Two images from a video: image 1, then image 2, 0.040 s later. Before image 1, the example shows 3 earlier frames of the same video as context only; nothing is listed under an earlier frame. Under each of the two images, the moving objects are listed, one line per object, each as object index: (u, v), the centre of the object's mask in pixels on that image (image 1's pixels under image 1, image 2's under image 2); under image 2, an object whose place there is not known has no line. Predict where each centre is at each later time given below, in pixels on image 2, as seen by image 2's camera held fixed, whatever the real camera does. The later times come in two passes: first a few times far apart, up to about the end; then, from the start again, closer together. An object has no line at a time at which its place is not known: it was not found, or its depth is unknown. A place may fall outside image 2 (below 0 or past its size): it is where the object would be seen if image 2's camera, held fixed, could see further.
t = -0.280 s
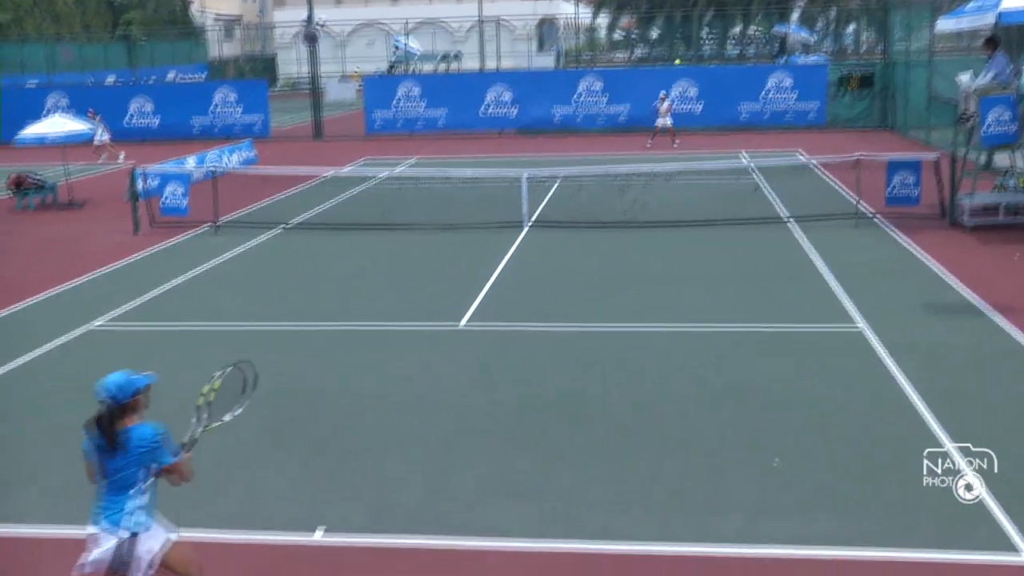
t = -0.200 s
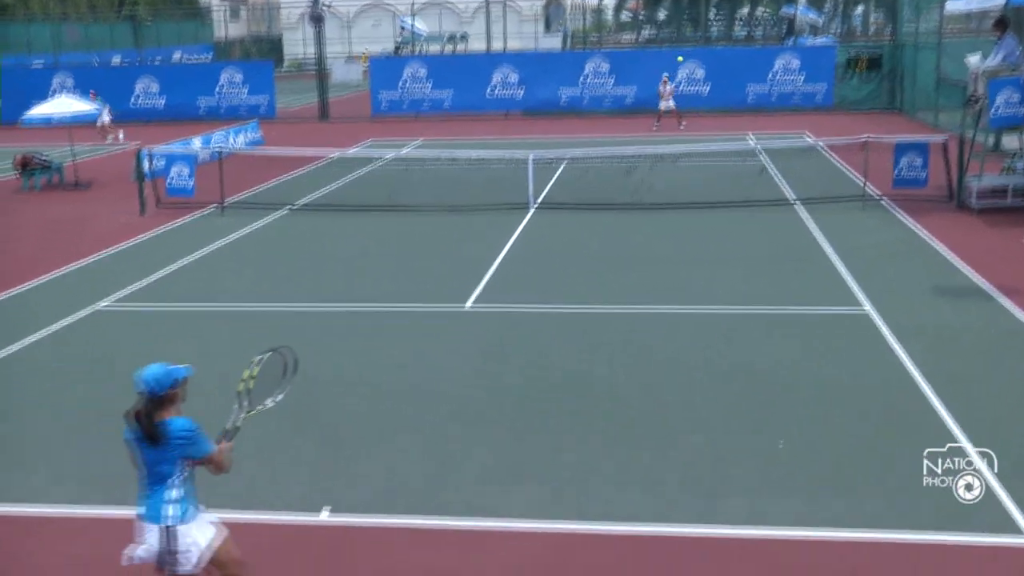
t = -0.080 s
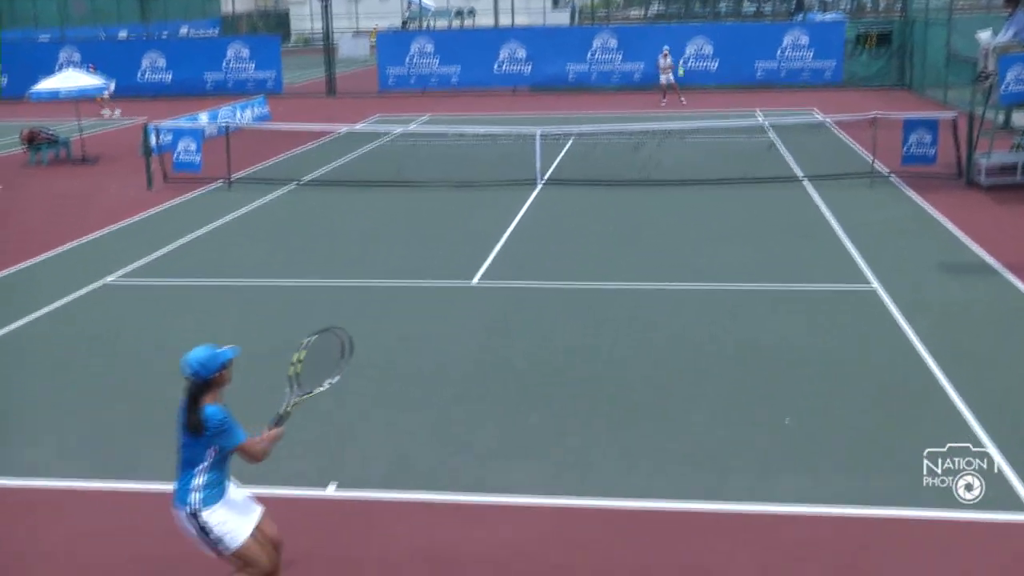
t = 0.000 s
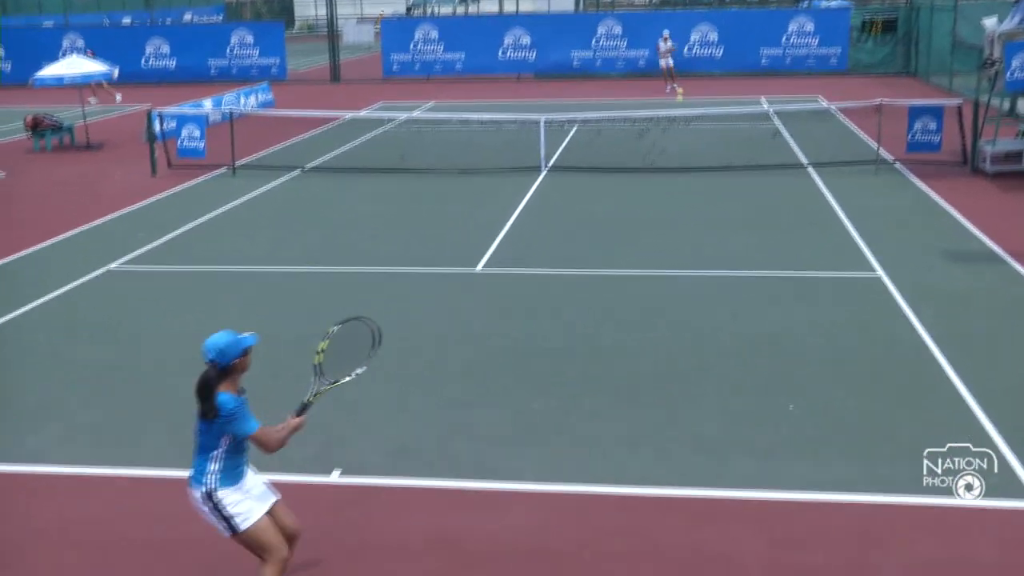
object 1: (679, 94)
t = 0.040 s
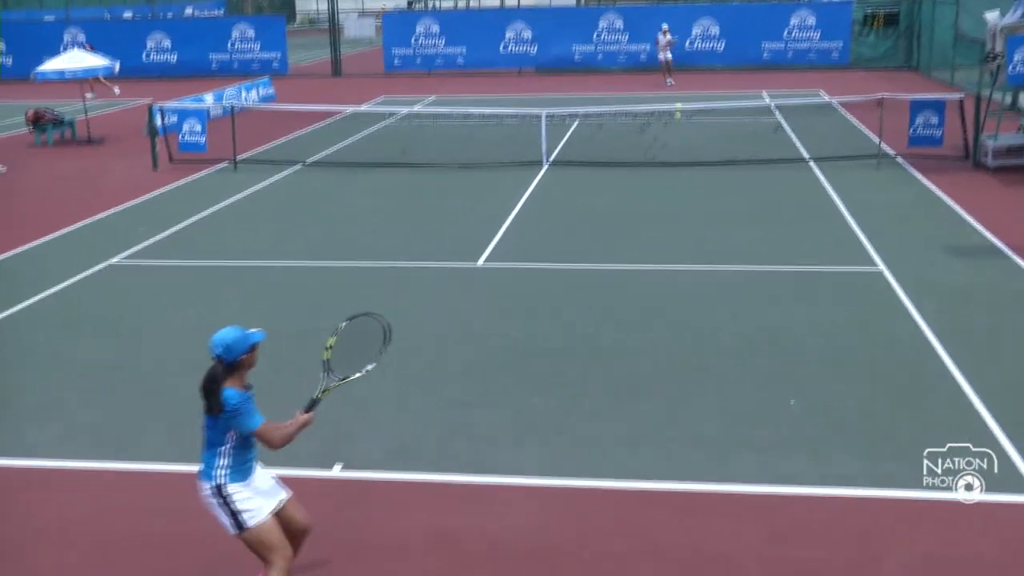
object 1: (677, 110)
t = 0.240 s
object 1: (657, 286)
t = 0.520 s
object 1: (628, 225)
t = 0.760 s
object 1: (590, 197)
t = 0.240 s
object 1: (657, 286)
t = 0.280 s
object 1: (652, 312)
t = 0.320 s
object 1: (648, 300)
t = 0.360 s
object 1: (645, 282)
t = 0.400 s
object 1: (641, 266)
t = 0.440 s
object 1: (637, 251)
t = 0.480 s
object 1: (632, 237)
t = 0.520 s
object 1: (628, 225)
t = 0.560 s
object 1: (622, 215)
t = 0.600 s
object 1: (616, 206)
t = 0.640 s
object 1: (611, 200)
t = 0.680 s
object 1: (604, 197)
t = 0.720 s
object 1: (597, 195)
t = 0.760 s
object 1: (590, 197)
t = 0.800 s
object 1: (581, 202)
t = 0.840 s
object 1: (573, 211)
